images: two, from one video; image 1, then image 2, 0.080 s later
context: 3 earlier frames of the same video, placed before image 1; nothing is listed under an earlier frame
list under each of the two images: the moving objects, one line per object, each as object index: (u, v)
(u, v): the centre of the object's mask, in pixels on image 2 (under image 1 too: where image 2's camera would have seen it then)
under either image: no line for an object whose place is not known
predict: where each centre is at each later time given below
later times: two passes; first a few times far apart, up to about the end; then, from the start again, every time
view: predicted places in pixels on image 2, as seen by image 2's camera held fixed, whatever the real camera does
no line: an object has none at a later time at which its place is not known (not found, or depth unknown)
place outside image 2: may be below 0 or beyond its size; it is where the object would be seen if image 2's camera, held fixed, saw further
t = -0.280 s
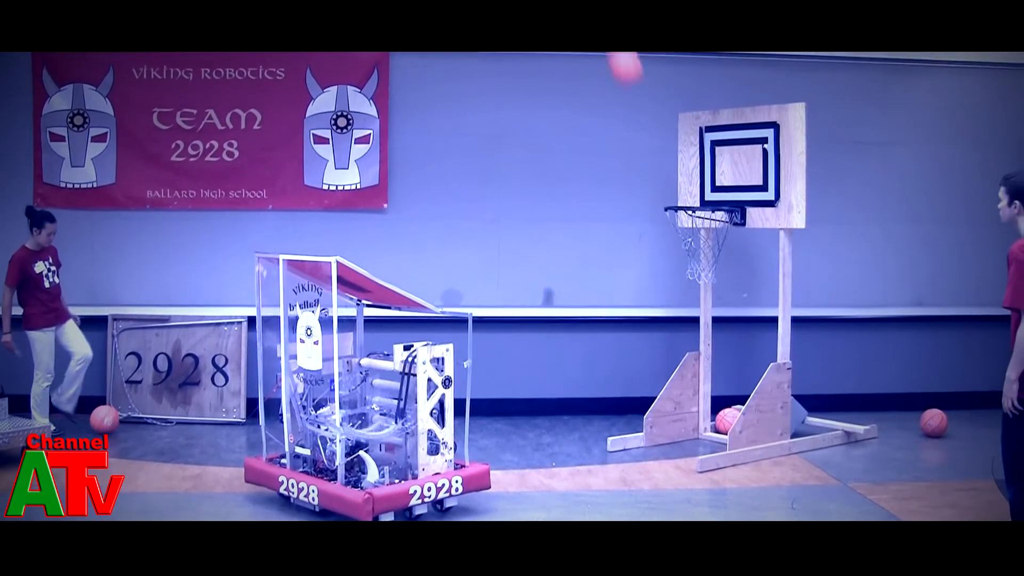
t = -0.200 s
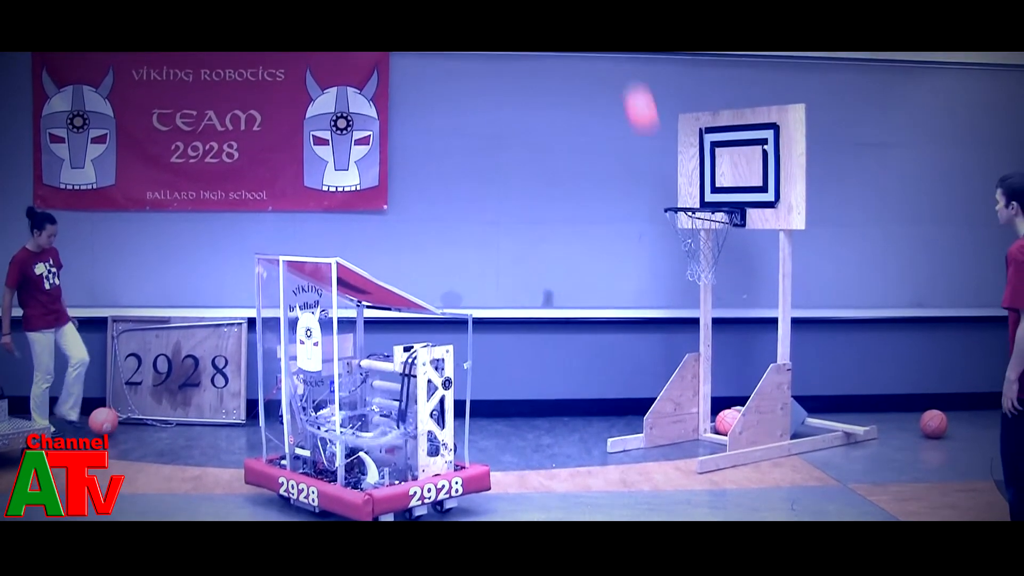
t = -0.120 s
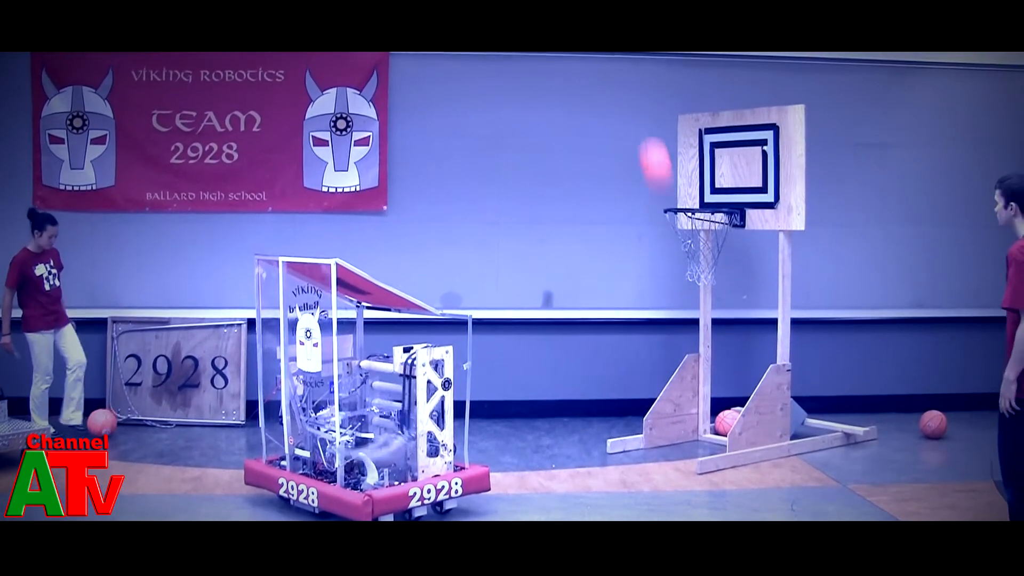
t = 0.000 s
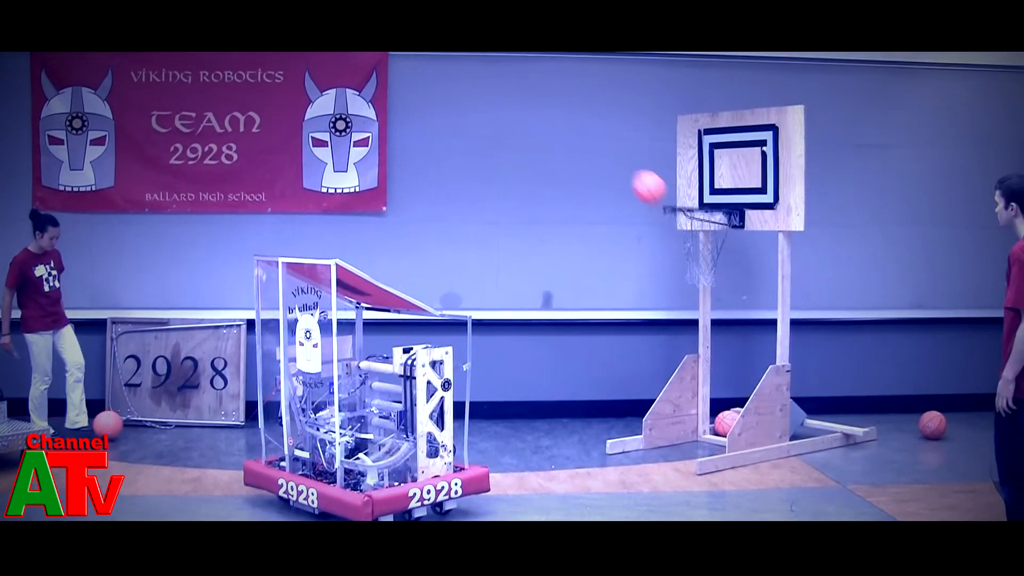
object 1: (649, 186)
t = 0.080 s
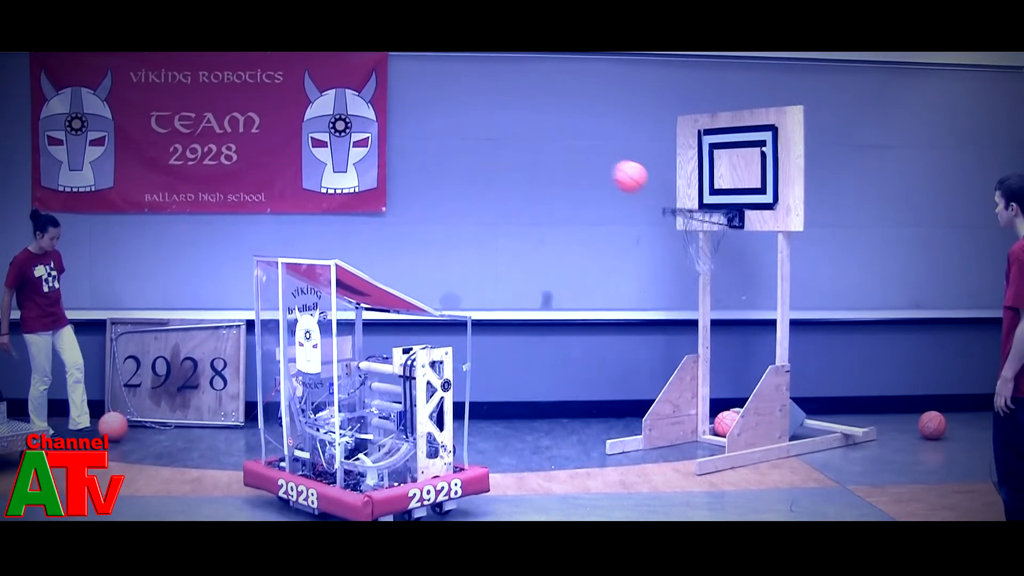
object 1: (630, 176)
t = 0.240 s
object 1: (593, 181)
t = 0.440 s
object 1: (546, 244)
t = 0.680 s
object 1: (492, 396)
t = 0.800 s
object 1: (472, 419)
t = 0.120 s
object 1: (620, 173)
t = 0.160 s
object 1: (612, 173)
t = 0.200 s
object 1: (603, 176)
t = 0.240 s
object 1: (593, 181)
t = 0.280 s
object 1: (585, 188)
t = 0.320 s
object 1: (575, 198)
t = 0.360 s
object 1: (565, 210)
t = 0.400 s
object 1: (556, 225)
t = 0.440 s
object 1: (546, 244)
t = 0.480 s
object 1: (537, 262)
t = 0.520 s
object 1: (527, 284)
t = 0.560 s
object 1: (518, 310)
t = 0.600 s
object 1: (508, 340)
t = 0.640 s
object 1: (499, 367)
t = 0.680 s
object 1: (492, 396)
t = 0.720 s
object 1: (484, 429)
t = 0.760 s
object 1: (479, 440)
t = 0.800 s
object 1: (472, 419)
